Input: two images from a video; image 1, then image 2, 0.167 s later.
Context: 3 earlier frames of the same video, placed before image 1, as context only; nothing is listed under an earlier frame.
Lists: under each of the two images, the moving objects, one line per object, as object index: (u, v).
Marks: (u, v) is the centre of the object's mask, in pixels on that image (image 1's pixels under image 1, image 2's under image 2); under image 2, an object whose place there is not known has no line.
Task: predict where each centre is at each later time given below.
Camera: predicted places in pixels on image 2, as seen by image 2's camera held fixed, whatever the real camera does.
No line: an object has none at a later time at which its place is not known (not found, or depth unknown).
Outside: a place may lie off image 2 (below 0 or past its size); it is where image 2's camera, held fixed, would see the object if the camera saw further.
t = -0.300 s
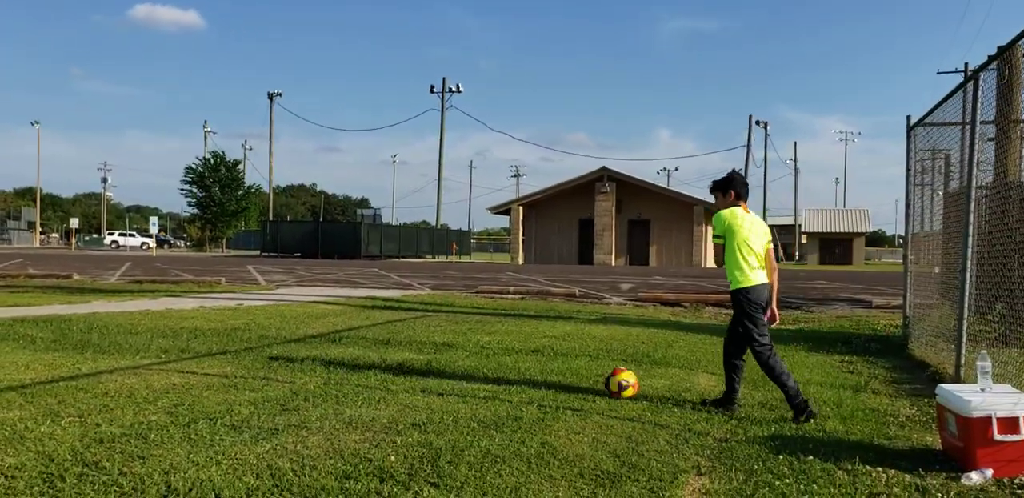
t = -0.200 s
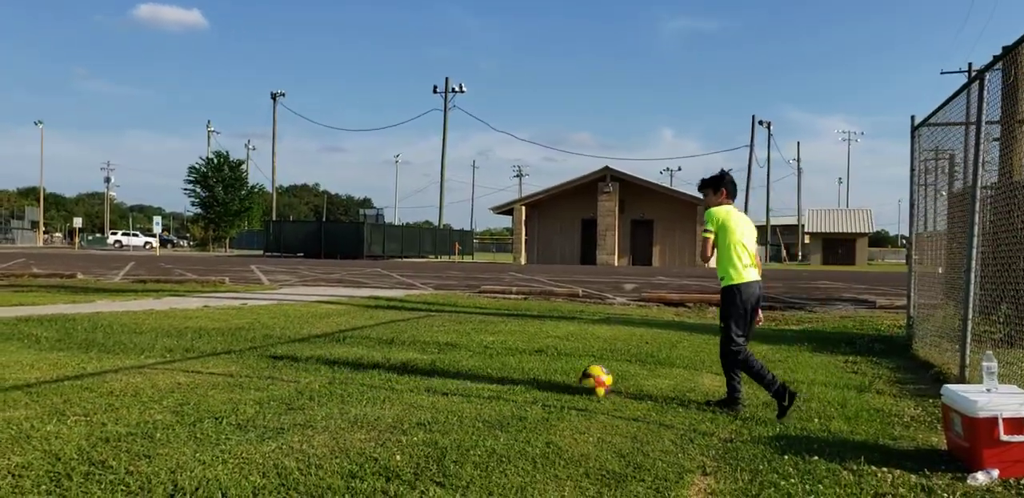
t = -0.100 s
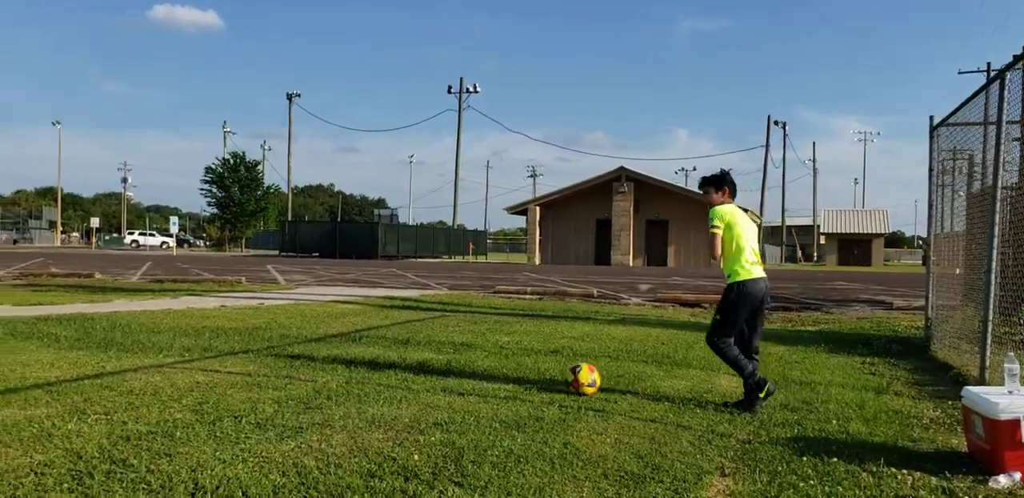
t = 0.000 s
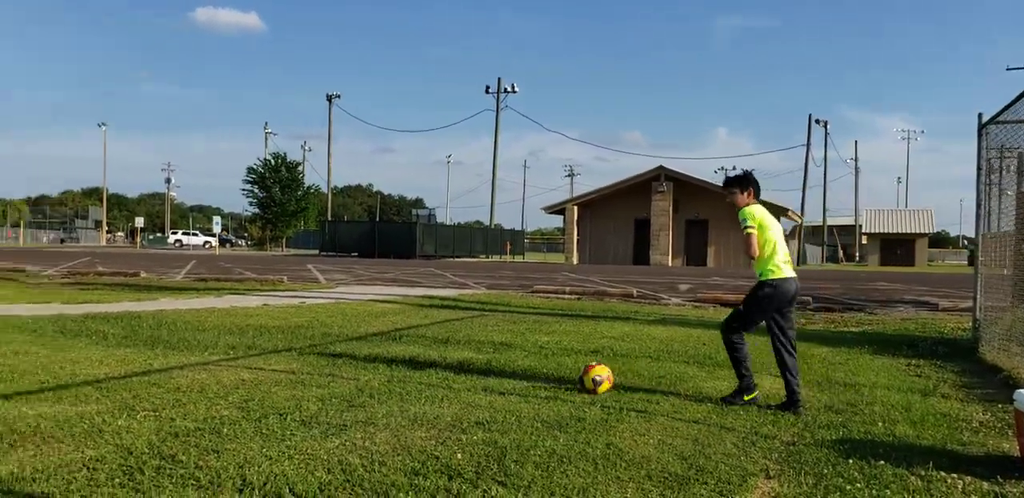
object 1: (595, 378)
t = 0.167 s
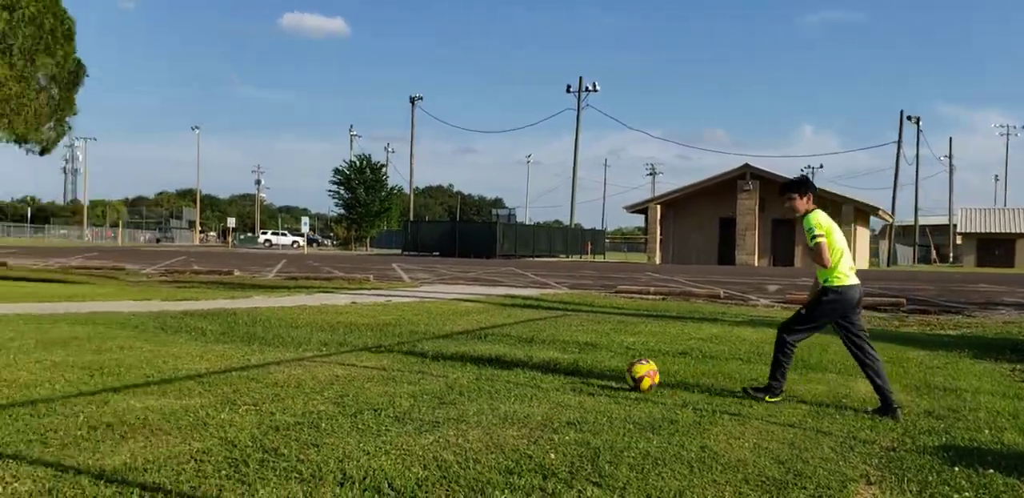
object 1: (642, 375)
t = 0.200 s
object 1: (634, 374)
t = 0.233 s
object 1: (627, 374)
